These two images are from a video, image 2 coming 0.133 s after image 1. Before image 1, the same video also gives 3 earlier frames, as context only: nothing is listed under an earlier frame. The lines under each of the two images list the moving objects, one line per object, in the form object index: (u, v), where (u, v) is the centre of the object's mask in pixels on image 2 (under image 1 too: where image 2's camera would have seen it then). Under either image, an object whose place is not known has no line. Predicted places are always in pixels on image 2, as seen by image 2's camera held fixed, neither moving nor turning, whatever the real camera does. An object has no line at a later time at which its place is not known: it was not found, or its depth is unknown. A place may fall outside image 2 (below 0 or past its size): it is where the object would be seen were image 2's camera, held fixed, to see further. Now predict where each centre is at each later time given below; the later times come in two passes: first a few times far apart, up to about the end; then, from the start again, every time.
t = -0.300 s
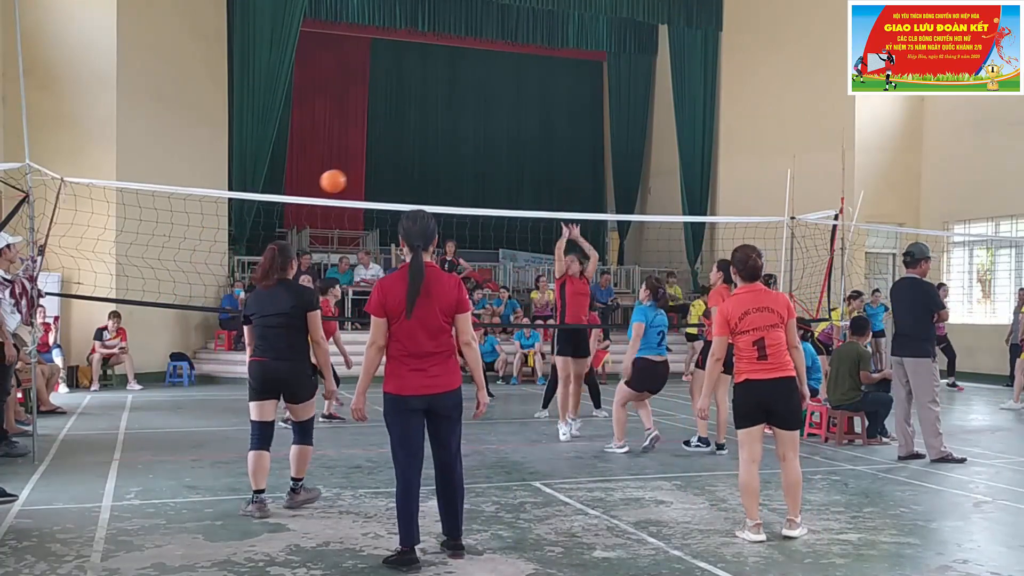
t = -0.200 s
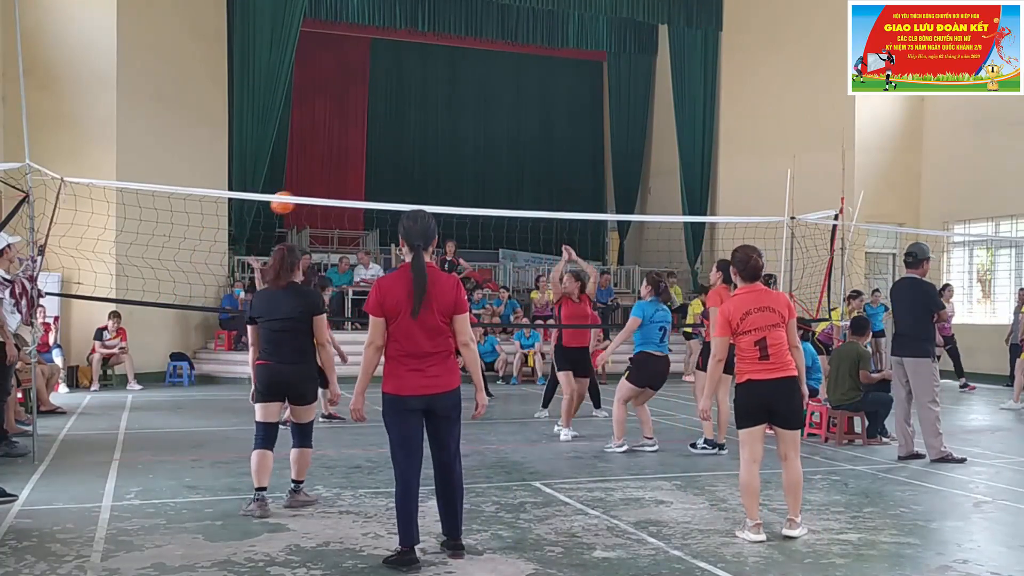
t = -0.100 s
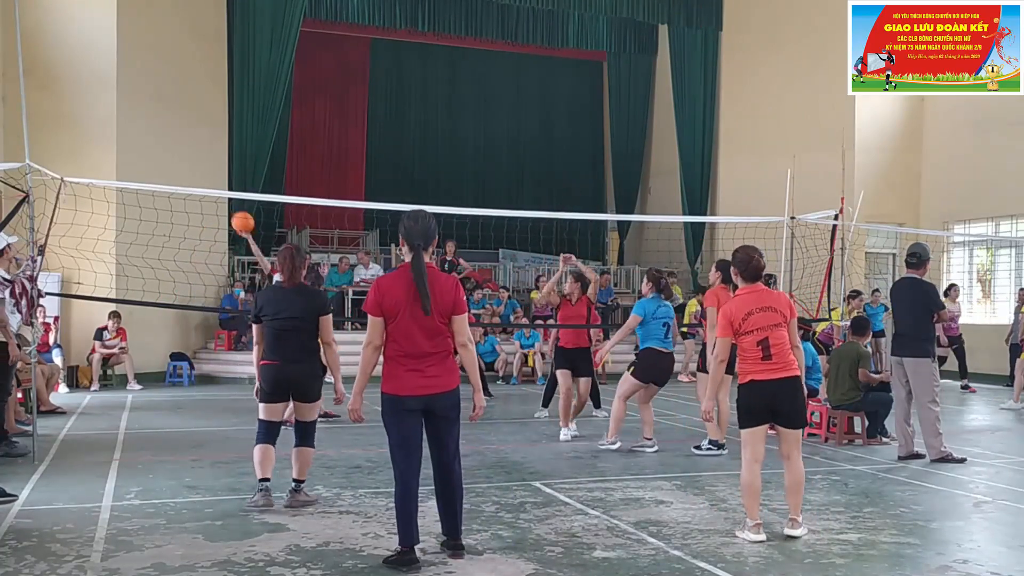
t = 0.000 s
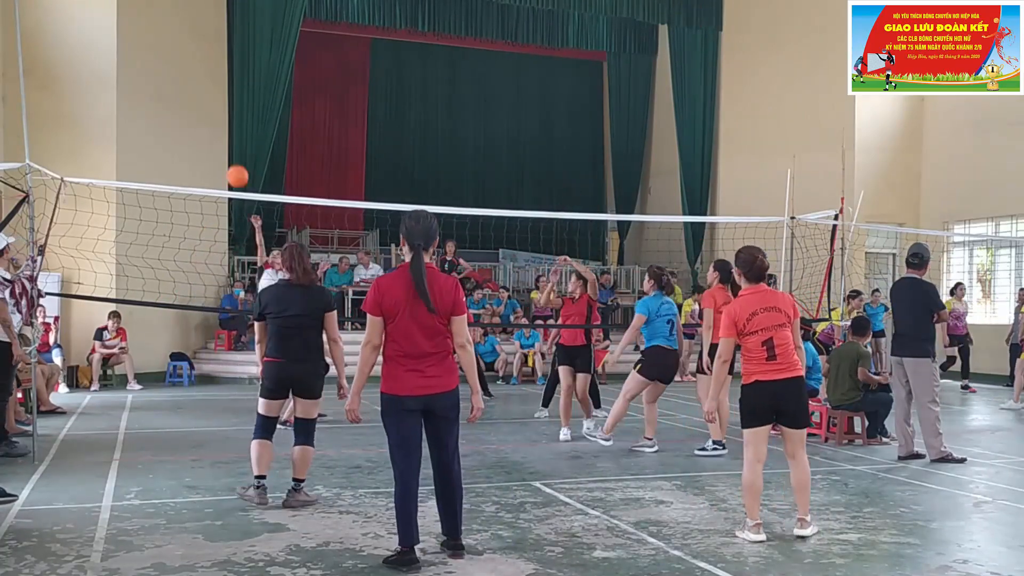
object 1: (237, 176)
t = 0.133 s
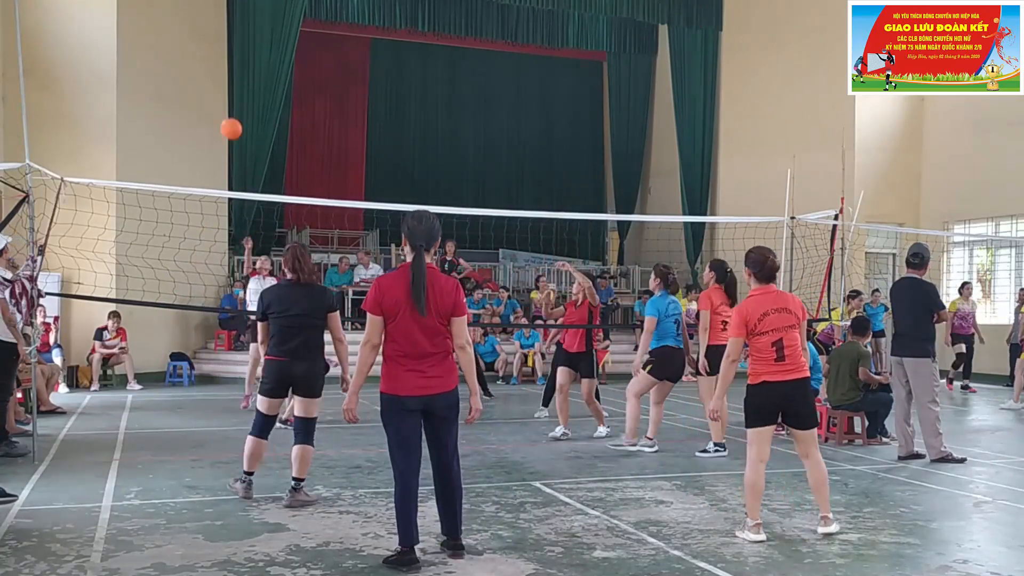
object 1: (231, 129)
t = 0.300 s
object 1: (223, 93)
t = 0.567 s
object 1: (209, 88)
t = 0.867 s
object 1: (197, 149)
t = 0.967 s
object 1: (193, 181)
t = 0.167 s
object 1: (230, 119)
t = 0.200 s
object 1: (228, 111)
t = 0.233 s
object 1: (226, 104)
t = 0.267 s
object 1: (224, 98)
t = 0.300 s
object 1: (223, 93)
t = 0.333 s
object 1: (221, 89)
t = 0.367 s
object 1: (219, 86)
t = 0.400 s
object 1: (217, 84)
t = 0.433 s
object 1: (216, 83)
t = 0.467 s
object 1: (214, 83)
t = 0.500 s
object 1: (212, 83)
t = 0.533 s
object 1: (211, 85)
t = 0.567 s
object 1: (209, 88)
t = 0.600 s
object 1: (208, 91)
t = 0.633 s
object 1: (207, 95)
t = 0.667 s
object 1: (205, 100)
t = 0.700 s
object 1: (203, 106)
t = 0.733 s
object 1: (202, 113)
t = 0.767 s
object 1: (201, 121)
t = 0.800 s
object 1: (199, 129)
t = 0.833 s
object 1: (198, 139)
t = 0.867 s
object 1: (197, 149)
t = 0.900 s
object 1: (195, 159)
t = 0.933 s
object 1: (194, 171)
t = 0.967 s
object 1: (193, 181)
